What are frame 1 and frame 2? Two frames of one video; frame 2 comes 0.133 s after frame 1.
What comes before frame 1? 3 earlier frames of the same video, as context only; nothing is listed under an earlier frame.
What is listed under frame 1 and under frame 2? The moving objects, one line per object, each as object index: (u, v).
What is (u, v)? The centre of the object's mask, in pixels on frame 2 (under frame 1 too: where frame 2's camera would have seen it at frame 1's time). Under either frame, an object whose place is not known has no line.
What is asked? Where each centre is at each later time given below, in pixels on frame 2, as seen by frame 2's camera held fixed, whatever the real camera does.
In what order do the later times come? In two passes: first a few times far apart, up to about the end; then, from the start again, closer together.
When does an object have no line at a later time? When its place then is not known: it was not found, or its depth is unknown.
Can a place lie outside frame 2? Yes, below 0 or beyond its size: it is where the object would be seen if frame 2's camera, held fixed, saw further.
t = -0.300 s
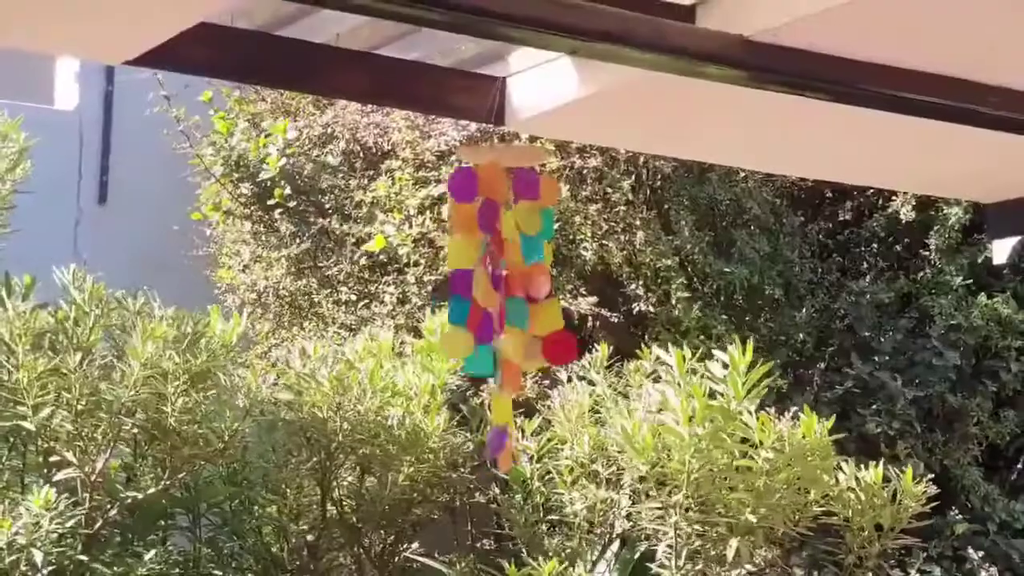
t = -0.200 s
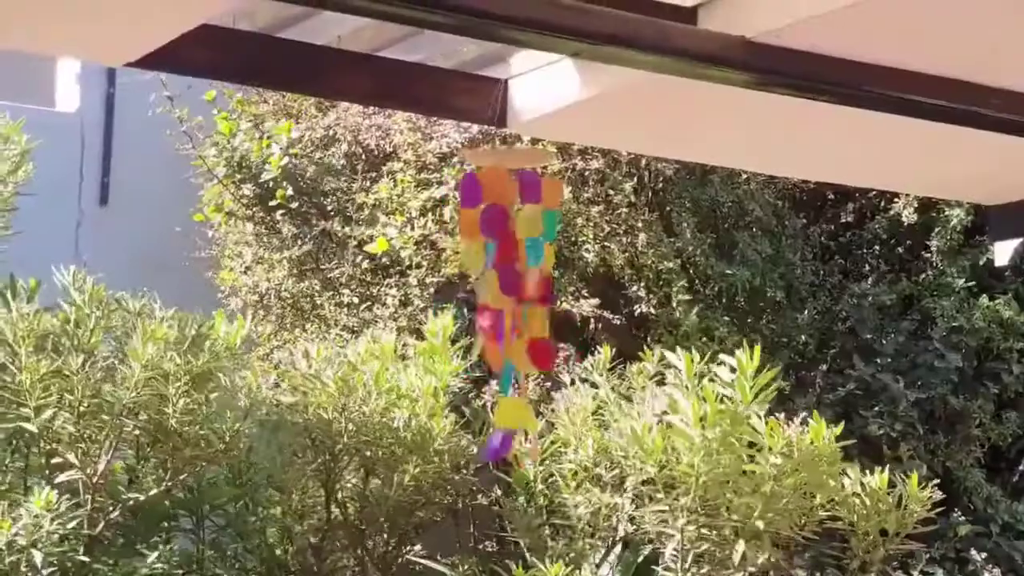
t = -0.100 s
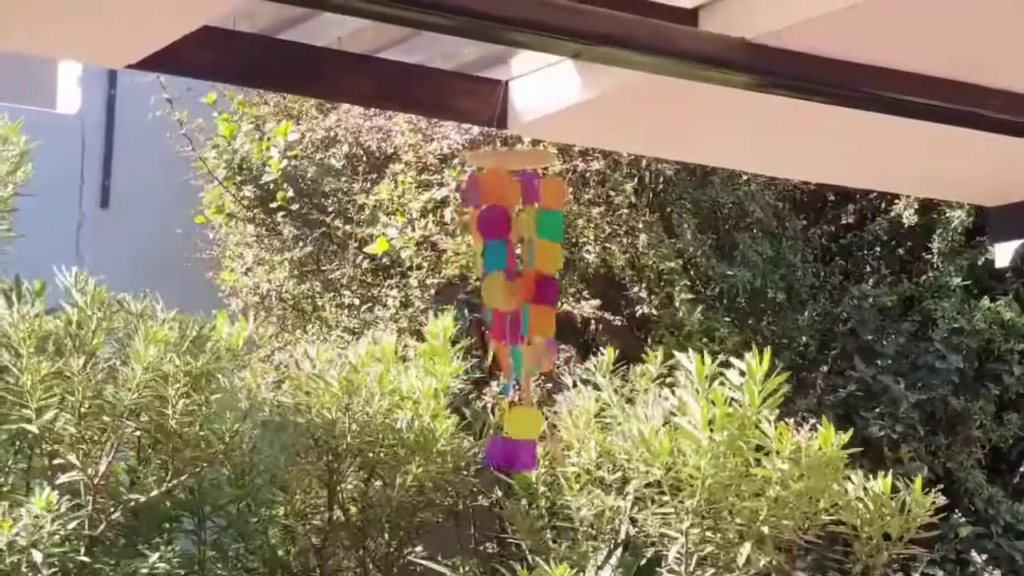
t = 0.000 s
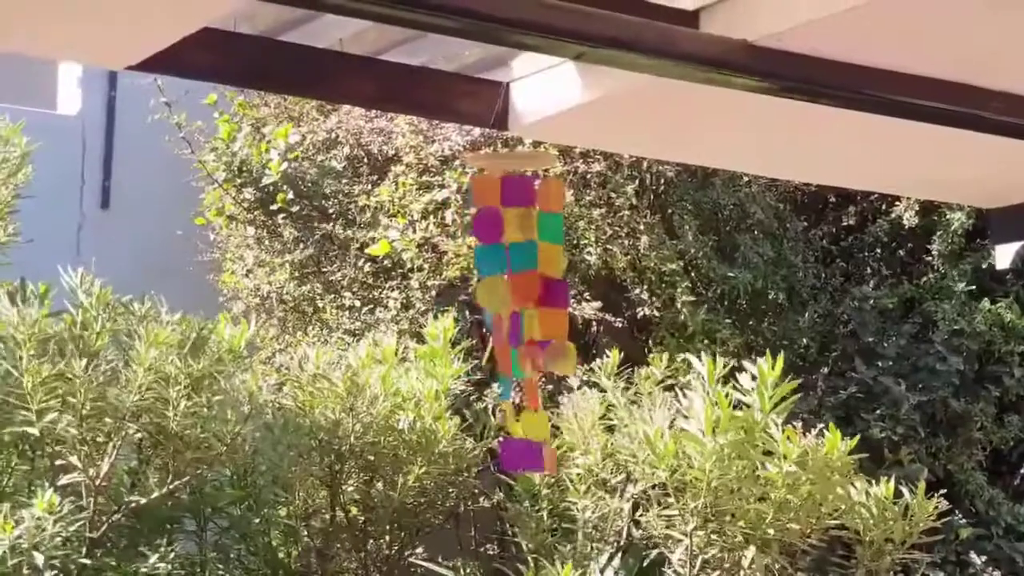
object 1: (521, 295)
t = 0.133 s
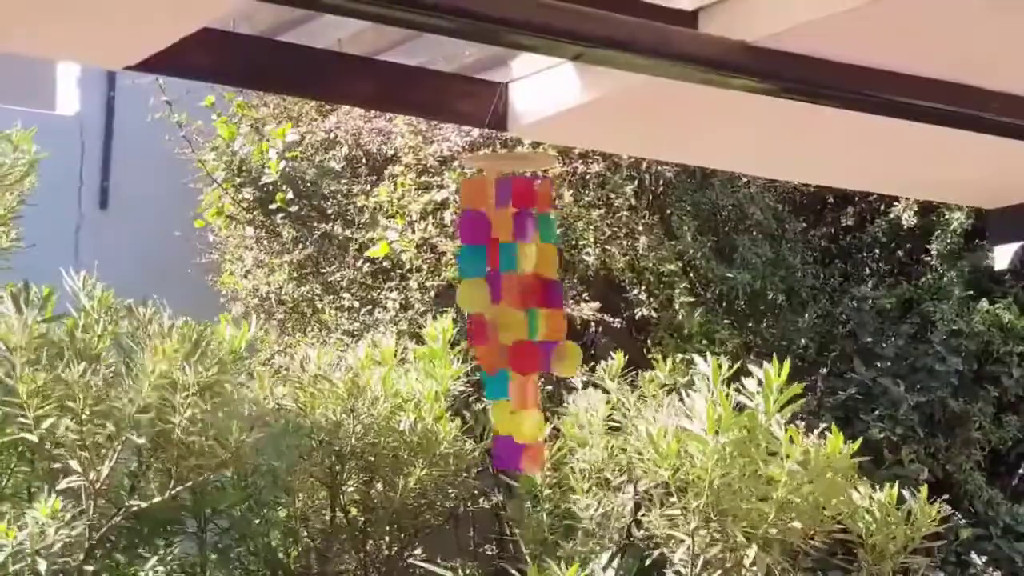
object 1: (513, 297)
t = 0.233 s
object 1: (506, 302)
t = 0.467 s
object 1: (489, 292)
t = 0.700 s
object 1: (486, 282)
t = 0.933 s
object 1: (508, 301)
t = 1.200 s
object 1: (526, 272)
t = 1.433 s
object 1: (517, 288)
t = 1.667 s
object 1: (498, 289)
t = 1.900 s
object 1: (495, 289)
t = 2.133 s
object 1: (505, 302)
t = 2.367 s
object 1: (515, 306)
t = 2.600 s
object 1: (512, 294)
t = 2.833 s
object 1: (507, 300)
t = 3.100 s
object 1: (502, 289)
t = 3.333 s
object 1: (513, 279)
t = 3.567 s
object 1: (521, 297)
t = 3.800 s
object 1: (511, 308)
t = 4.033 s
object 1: (495, 294)
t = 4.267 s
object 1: (497, 290)
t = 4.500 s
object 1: (500, 298)
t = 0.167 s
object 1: (510, 299)
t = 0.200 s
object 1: (508, 301)
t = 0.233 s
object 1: (506, 302)
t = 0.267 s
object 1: (503, 303)
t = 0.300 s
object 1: (501, 301)
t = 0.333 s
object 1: (498, 299)
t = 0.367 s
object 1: (495, 300)
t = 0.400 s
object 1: (492, 298)
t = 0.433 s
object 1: (490, 294)
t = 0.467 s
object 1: (489, 292)
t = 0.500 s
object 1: (487, 289)
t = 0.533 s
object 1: (486, 287)
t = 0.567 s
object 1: (485, 287)
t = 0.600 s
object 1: (484, 287)
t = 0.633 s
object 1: (483, 287)
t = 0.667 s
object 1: (484, 285)
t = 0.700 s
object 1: (486, 282)
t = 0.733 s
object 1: (486, 284)
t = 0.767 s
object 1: (489, 288)
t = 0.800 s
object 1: (492, 292)
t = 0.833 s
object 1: (495, 294)
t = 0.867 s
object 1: (498, 295)
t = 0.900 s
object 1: (501, 298)
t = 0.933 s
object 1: (508, 301)
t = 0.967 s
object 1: (509, 290)
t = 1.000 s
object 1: (514, 285)
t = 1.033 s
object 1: (517, 281)
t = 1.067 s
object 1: (520, 279)
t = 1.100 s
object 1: (523, 278)
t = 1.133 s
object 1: (526, 288)
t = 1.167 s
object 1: (527, 288)
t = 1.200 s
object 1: (526, 272)
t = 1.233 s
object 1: (527, 281)
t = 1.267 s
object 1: (529, 288)
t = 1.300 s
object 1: (529, 291)
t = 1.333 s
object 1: (526, 289)
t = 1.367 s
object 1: (524, 289)
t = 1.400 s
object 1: (521, 289)
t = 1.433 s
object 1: (517, 288)
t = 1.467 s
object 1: (514, 286)
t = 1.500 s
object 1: (511, 288)
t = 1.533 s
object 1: (508, 287)
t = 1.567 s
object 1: (506, 289)
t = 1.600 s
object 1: (503, 290)
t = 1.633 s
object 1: (499, 290)
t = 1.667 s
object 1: (498, 289)
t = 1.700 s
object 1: (497, 290)
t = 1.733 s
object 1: (495, 288)
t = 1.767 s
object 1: (495, 288)
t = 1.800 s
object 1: (496, 287)
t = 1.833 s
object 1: (496, 287)
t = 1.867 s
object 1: (495, 287)
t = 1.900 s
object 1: (495, 289)
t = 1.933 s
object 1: (496, 290)
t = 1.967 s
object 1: (497, 291)
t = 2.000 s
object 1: (497, 294)
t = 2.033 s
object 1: (499, 295)
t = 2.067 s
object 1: (501, 298)
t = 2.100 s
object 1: (503, 300)
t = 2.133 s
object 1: (505, 302)
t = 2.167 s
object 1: (509, 304)
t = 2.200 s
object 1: (510, 305)
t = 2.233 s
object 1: (511, 306)
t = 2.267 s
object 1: (513, 308)
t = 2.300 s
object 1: (515, 309)
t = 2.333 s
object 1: (515, 307)
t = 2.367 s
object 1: (515, 306)
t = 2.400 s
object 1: (516, 306)
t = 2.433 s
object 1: (516, 303)
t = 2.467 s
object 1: (517, 300)
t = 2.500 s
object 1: (514, 296)
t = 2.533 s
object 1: (513, 294)
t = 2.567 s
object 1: (513, 293)
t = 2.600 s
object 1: (512, 294)
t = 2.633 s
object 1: (511, 296)
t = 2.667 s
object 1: (511, 300)
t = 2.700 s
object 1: (511, 301)
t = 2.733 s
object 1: (510, 303)
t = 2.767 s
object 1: (509, 303)
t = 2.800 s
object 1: (507, 301)
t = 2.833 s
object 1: (507, 300)
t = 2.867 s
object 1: (507, 297)
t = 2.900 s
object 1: (506, 297)
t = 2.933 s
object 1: (504, 295)
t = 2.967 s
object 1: (503, 294)
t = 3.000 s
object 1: (502, 290)
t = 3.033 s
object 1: (502, 288)
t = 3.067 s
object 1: (501, 289)
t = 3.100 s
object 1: (502, 289)
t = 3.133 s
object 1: (502, 288)
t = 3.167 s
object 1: (503, 287)
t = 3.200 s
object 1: (504, 285)
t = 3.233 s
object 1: (506, 283)
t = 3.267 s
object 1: (508, 279)
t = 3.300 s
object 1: (511, 279)
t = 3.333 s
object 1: (513, 279)
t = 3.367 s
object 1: (514, 279)
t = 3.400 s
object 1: (516, 286)
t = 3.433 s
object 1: (517, 289)
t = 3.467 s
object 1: (519, 292)
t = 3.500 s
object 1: (520, 294)
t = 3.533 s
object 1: (521, 295)
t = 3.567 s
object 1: (521, 297)
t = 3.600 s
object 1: (522, 299)
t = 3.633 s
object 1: (521, 300)
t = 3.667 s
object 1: (519, 300)
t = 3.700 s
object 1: (518, 302)
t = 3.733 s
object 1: (517, 305)
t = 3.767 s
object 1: (514, 307)
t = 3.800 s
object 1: (511, 308)
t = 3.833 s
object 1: (508, 305)
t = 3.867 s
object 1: (504, 301)
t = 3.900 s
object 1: (500, 299)
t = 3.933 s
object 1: (497, 297)
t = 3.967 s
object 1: (495, 297)
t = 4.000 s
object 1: (494, 298)
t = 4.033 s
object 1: (495, 294)
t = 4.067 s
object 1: (495, 286)
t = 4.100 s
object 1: (496, 284)
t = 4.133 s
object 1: (497, 284)
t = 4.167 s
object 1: (496, 288)
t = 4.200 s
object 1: (496, 282)
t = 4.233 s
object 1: (496, 283)
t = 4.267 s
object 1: (497, 290)
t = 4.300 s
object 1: (497, 300)
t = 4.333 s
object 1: (498, 300)
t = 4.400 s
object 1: (499, 301)
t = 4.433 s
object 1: (500, 300)
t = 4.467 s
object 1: (500, 299)
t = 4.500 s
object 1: (500, 298)
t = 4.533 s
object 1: (499, 299)
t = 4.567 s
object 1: (498, 300)
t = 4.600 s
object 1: (498, 299)
